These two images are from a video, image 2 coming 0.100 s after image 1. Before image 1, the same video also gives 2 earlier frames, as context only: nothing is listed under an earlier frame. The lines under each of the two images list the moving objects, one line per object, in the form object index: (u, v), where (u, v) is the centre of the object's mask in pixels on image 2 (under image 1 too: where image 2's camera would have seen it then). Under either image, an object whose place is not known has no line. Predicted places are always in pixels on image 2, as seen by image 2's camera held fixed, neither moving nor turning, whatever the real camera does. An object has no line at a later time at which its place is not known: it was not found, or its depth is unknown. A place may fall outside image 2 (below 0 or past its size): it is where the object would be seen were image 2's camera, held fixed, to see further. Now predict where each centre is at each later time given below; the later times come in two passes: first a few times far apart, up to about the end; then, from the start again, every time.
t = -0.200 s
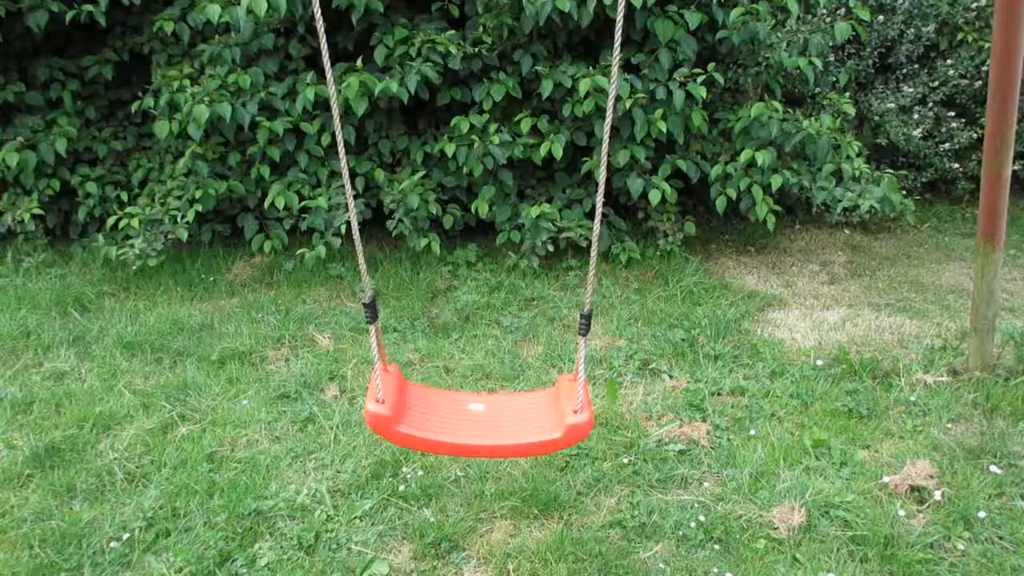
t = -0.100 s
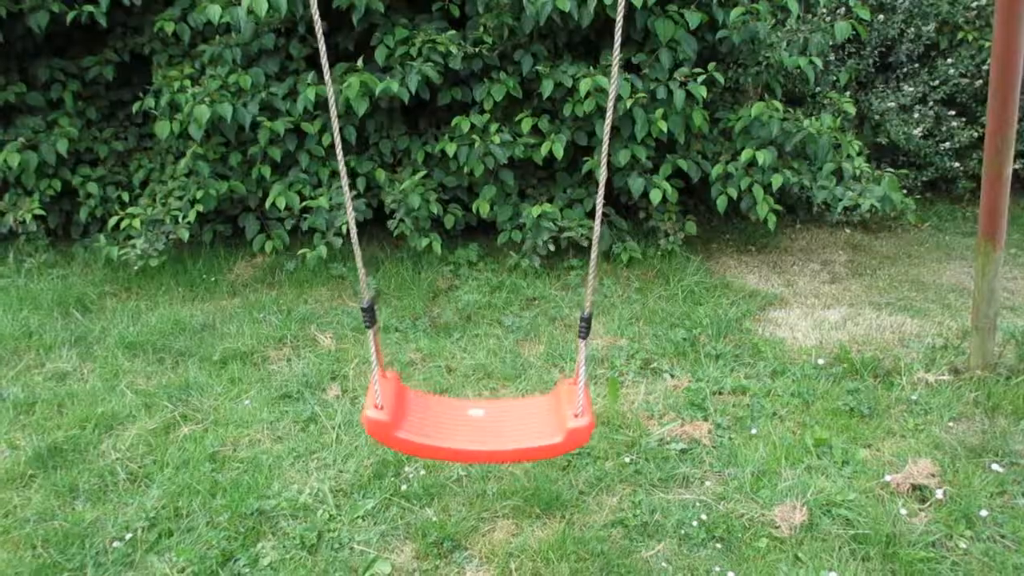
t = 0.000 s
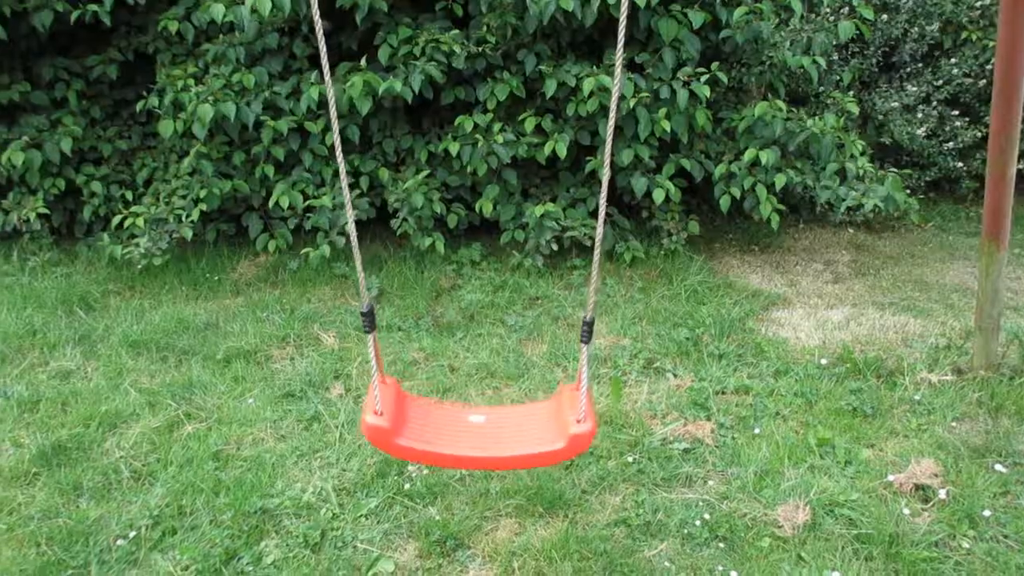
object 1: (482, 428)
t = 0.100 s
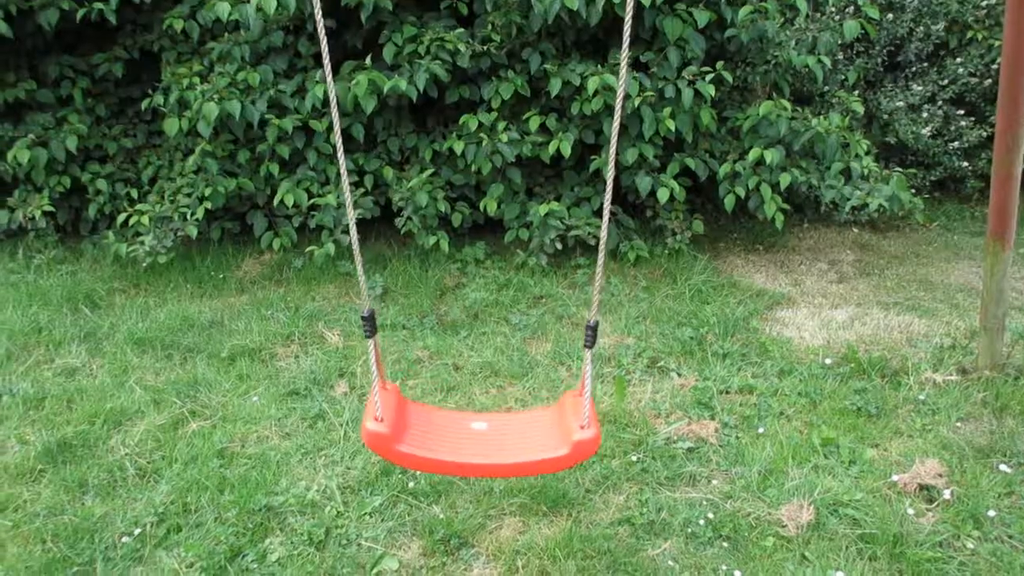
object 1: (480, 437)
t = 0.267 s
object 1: (476, 451)
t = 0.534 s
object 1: (475, 471)
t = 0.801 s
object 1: (477, 478)
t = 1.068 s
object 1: (485, 473)
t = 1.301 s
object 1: (490, 456)
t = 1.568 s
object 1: (493, 434)
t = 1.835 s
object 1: (492, 416)
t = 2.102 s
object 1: (487, 410)
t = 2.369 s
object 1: (481, 418)
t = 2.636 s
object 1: (479, 437)
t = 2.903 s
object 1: (479, 459)
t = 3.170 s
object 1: (482, 475)
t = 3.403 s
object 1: (486, 476)
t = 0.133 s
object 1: (479, 439)
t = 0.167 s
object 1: (479, 442)
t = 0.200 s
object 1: (478, 445)
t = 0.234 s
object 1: (477, 448)
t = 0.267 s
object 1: (476, 451)
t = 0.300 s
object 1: (476, 454)
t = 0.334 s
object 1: (476, 457)
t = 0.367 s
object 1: (476, 459)
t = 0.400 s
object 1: (475, 462)
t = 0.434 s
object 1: (475, 465)
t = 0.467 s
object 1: (475, 467)
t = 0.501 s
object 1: (475, 469)
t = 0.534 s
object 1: (475, 471)
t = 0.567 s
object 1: (475, 472)
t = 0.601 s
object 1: (475, 474)
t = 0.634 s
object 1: (475, 475)
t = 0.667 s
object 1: (476, 477)
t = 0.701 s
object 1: (476, 477)
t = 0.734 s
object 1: (477, 478)
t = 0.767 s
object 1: (477, 478)
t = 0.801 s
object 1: (477, 478)
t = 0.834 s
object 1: (478, 478)
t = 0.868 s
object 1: (479, 478)
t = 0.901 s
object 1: (480, 478)
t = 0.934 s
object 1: (481, 477)
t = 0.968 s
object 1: (482, 476)
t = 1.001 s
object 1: (483, 476)
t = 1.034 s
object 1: (484, 474)
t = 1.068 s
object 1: (485, 473)
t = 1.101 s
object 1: (486, 471)
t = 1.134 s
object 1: (487, 468)
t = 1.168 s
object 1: (488, 466)
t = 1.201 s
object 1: (489, 463)
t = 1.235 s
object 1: (489, 461)
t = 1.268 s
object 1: (490, 459)
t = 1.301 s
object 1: (490, 456)
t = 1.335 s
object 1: (490, 454)
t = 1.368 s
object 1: (491, 451)
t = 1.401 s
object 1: (492, 448)
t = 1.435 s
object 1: (492, 445)
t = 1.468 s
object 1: (493, 442)
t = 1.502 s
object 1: (494, 439)
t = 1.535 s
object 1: (493, 436)
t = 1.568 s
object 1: (493, 434)
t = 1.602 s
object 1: (494, 431)
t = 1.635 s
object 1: (494, 428)
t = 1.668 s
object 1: (493, 426)
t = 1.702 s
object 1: (493, 424)
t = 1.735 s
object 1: (493, 421)
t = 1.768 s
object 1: (493, 420)
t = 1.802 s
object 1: (492, 418)
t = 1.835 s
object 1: (492, 416)
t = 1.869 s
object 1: (491, 415)
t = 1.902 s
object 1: (491, 413)
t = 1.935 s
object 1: (490, 412)
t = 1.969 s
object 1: (489, 411)
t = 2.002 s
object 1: (489, 410)
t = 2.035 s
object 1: (488, 410)
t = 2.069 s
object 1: (488, 410)
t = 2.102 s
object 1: (487, 410)
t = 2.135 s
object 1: (486, 410)
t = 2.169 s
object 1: (485, 411)
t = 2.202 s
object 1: (485, 411)
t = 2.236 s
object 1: (485, 412)
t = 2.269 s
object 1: (483, 413)
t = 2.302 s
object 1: (483, 414)
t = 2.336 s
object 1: (482, 416)
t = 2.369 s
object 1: (481, 418)
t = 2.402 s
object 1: (481, 419)
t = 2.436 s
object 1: (481, 422)
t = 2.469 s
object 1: (481, 424)
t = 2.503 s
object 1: (480, 426)
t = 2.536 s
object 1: (480, 429)
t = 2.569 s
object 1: (480, 431)
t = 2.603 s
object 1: (479, 434)
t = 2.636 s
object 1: (479, 437)
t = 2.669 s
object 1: (479, 440)
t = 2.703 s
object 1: (479, 443)
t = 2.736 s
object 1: (479, 446)
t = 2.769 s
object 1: (479, 449)
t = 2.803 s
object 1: (478, 451)
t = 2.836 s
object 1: (479, 454)
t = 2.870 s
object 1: (479, 456)
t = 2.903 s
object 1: (479, 459)
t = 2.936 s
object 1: (479, 461)
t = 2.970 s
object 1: (479, 463)
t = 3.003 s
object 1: (480, 465)
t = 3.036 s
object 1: (481, 467)
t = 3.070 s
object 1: (481, 470)
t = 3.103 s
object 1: (482, 472)
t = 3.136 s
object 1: (482, 473)
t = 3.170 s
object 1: (482, 475)
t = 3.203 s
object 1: (482, 475)
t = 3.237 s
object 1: (483, 476)
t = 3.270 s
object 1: (484, 477)
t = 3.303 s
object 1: (484, 477)
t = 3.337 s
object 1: (485, 477)
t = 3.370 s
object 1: (485, 477)
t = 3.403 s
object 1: (486, 476)
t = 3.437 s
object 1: (486, 476)
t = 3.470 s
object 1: (486, 475)
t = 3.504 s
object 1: (488, 475)
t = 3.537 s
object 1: (487, 474)
